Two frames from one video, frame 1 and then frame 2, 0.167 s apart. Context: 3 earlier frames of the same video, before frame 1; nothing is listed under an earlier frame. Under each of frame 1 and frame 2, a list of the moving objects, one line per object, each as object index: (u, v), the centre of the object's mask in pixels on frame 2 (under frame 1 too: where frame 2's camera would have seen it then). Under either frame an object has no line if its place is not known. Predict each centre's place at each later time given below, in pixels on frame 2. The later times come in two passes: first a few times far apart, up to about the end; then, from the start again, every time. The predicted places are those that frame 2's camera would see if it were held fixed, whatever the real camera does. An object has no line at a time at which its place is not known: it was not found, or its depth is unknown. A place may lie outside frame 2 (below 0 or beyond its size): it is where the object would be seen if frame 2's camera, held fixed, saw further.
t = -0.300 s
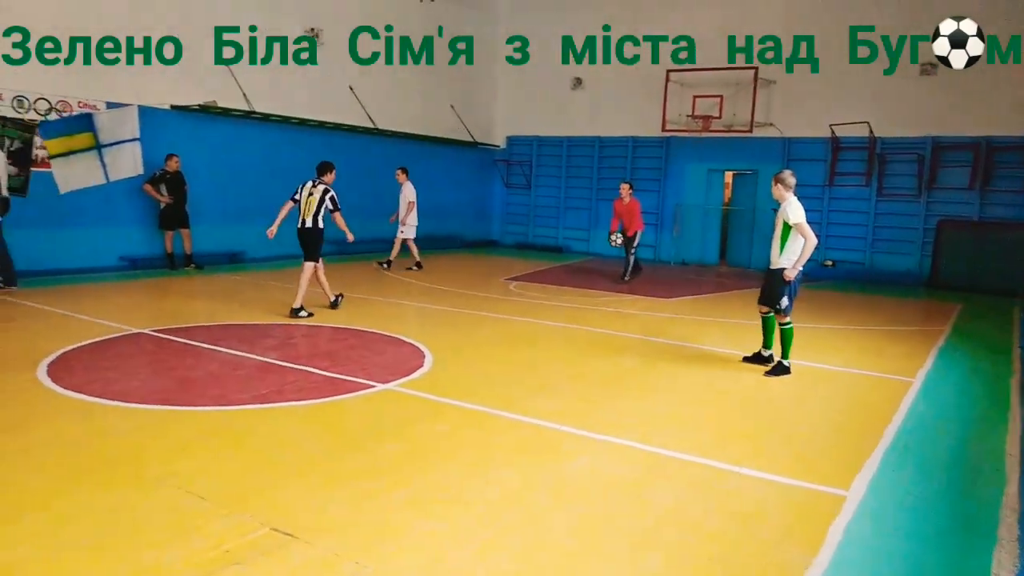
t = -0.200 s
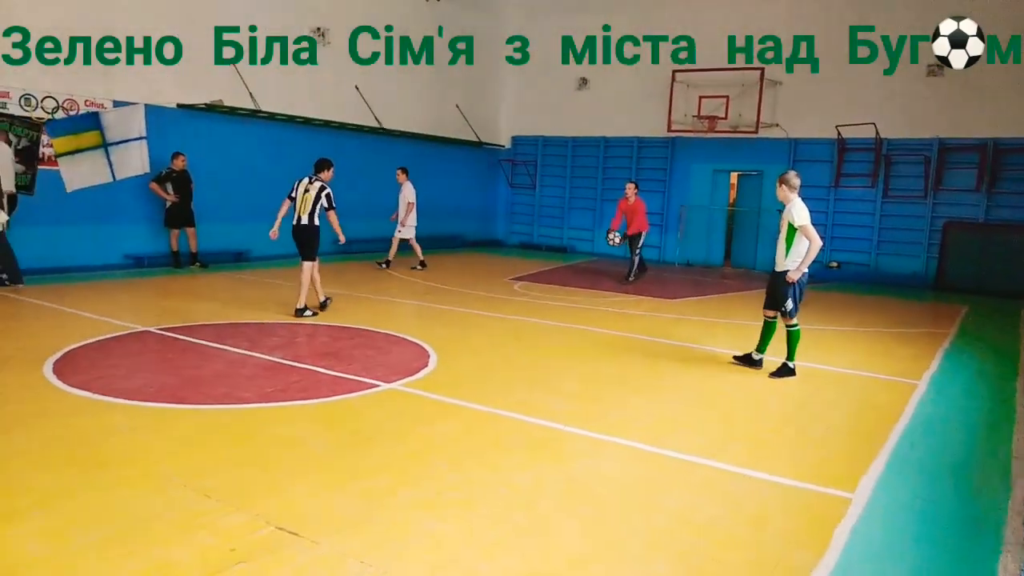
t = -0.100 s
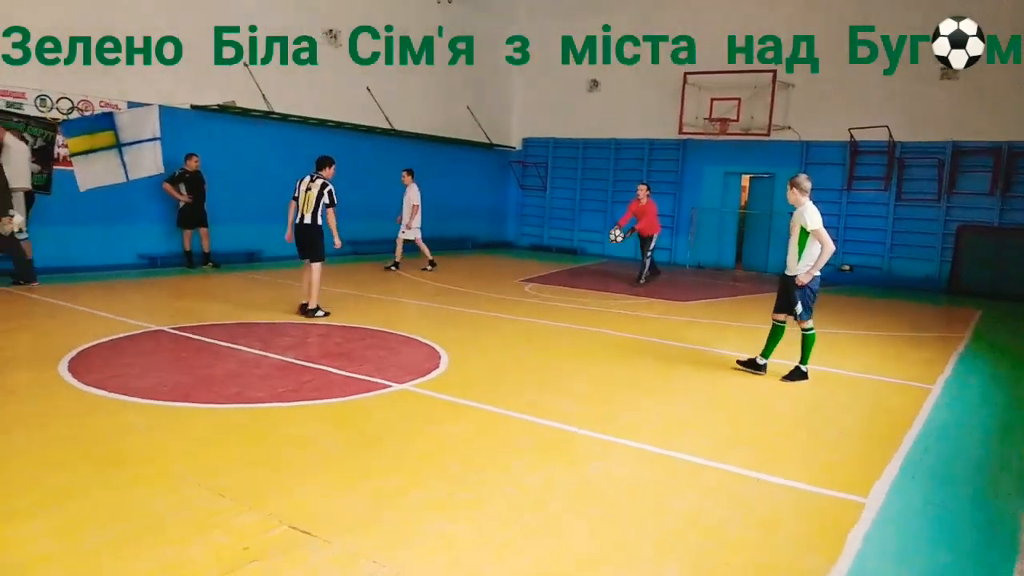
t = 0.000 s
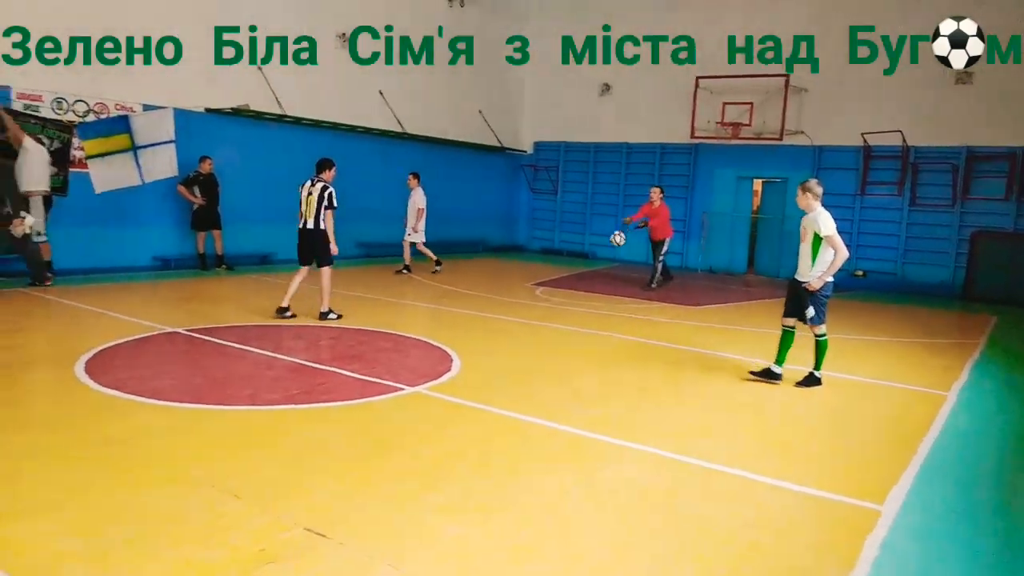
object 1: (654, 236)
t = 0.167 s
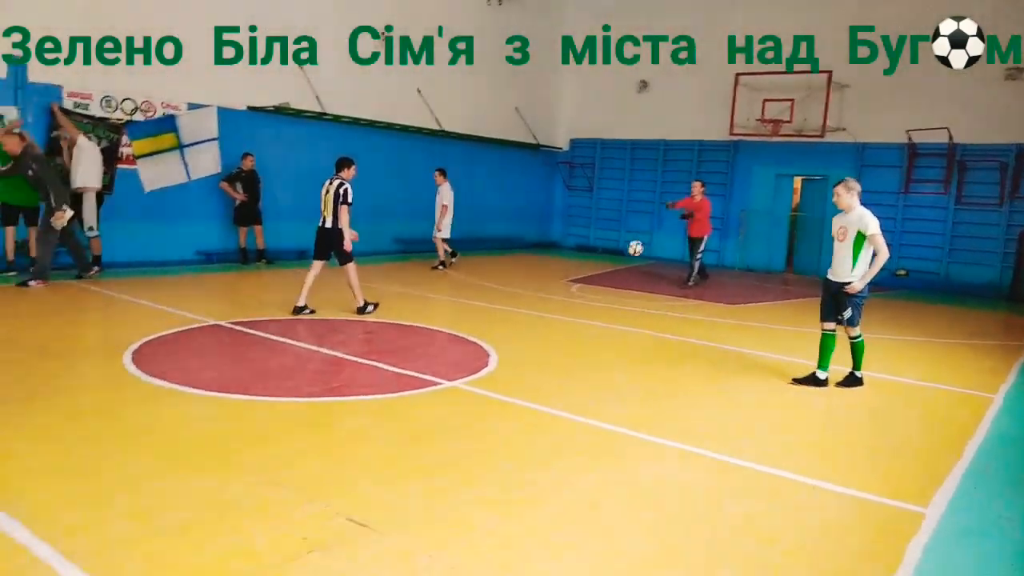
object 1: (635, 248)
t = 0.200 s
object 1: (631, 254)
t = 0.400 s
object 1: (608, 284)
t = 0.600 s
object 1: (595, 259)
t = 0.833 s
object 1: (576, 266)
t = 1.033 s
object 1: (553, 291)
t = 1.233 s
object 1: (537, 274)
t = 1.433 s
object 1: (513, 286)
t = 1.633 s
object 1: (489, 289)
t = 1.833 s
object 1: (464, 291)
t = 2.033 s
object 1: (435, 298)
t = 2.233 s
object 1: (408, 301)
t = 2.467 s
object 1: (374, 302)
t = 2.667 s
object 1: (342, 311)
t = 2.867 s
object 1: (309, 317)
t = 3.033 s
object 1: (281, 316)
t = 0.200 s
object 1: (631, 254)
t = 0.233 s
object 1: (628, 259)
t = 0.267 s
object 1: (623, 265)
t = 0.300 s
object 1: (619, 273)
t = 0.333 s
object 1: (615, 281)
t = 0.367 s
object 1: (610, 289)
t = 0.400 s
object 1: (608, 284)
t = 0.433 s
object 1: (606, 278)
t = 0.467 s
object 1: (605, 273)
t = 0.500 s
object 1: (603, 268)
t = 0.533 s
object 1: (601, 264)
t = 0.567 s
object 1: (598, 261)
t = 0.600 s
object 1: (595, 259)
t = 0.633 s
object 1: (593, 258)
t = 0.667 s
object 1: (591, 257)
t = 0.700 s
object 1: (588, 257)
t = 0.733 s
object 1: (585, 258)
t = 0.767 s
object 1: (582, 259)
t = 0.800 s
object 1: (579, 262)
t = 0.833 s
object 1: (576, 266)
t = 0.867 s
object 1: (572, 270)
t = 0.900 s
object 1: (568, 275)
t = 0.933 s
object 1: (565, 281)
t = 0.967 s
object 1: (559, 288)
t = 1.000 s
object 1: (556, 296)
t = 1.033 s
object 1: (553, 291)
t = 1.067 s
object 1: (551, 286)
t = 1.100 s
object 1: (548, 283)
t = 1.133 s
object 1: (545, 279)
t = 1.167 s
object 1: (543, 277)
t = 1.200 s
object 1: (540, 274)
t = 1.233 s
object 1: (537, 274)
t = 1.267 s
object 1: (534, 273)
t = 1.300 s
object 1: (530, 274)
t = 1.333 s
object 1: (526, 275)
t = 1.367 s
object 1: (522, 278)
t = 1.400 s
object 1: (518, 281)
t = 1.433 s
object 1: (513, 286)
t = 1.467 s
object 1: (507, 292)
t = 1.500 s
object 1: (502, 299)
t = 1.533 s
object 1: (498, 301)
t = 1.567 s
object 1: (495, 295)
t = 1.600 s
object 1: (493, 292)
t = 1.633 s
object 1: (489, 289)
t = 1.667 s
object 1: (486, 287)
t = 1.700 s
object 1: (482, 286)
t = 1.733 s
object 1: (477, 285)
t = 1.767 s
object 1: (473, 286)
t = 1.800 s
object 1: (469, 288)
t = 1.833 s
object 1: (464, 291)
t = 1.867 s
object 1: (458, 294)
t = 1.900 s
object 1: (453, 299)
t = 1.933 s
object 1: (448, 306)
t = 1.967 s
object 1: (443, 305)
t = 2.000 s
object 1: (439, 301)
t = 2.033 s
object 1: (435, 298)
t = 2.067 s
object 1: (432, 296)
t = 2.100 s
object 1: (428, 295)
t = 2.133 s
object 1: (423, 295)
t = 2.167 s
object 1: (419, 295)
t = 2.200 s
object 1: (413, 297)
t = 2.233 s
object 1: (408, 301)
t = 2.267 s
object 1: (402, 305)
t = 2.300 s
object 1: (396, 310)
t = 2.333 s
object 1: (391, 309)
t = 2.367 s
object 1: (387, 306)
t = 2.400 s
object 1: (383, 303)
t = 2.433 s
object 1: (379, 302)
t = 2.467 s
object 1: (374, 302)
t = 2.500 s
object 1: (369, 304)
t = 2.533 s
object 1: (363, 305)
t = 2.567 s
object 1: (358, 309)
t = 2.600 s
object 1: (352, 313)
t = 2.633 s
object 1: (347, 313)
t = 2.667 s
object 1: (342, 311)
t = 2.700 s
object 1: (336, 310)
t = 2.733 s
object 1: (331, 309)
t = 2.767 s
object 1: (326, 309)
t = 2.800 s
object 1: (321, 312)
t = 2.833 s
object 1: (315, 315)
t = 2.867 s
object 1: (309, 317)
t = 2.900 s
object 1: (304, 315)
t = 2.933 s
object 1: (298, 314)
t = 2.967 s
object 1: (293, 313)
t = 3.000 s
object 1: (287, 314)
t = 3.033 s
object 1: (281, 316)
